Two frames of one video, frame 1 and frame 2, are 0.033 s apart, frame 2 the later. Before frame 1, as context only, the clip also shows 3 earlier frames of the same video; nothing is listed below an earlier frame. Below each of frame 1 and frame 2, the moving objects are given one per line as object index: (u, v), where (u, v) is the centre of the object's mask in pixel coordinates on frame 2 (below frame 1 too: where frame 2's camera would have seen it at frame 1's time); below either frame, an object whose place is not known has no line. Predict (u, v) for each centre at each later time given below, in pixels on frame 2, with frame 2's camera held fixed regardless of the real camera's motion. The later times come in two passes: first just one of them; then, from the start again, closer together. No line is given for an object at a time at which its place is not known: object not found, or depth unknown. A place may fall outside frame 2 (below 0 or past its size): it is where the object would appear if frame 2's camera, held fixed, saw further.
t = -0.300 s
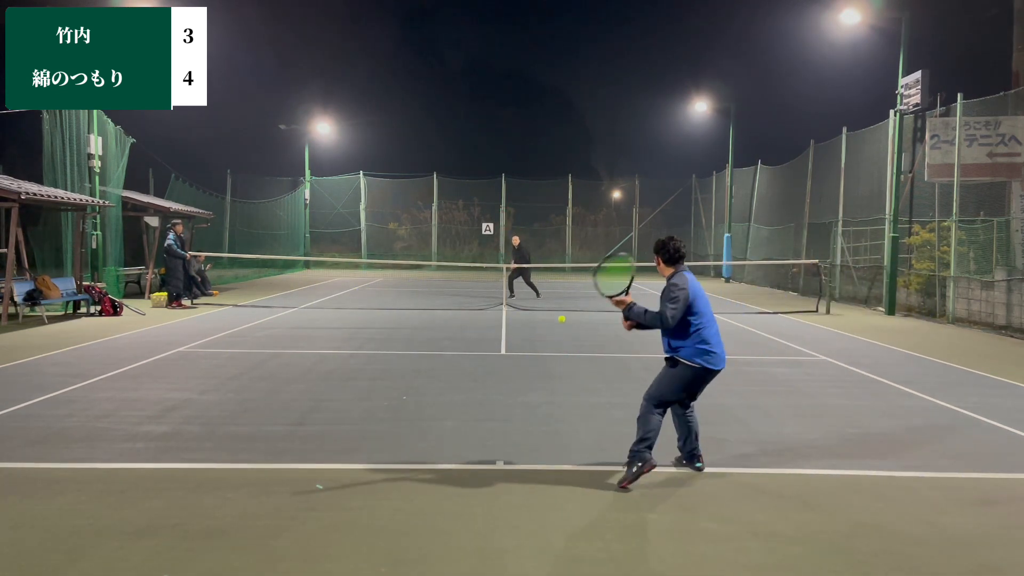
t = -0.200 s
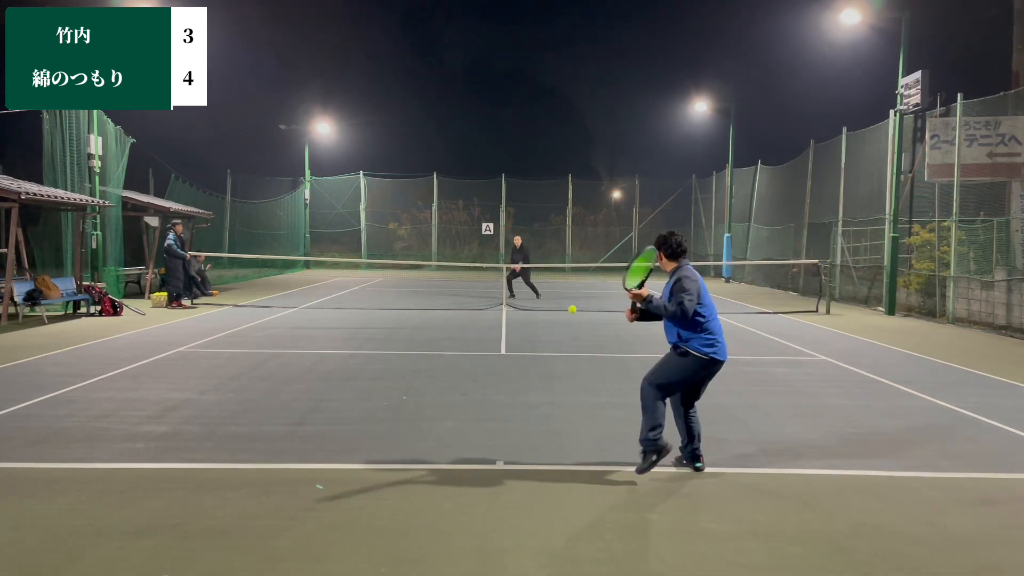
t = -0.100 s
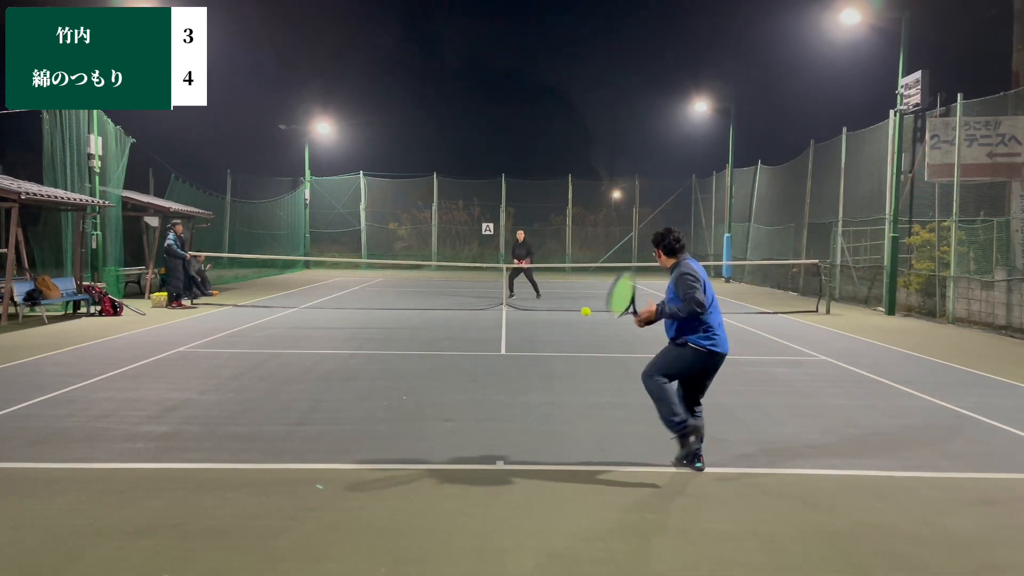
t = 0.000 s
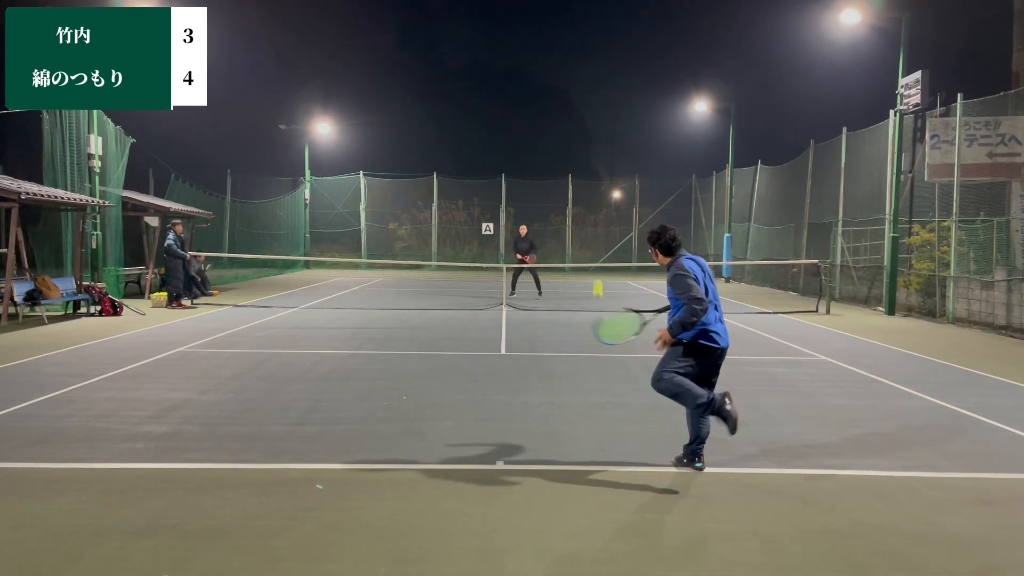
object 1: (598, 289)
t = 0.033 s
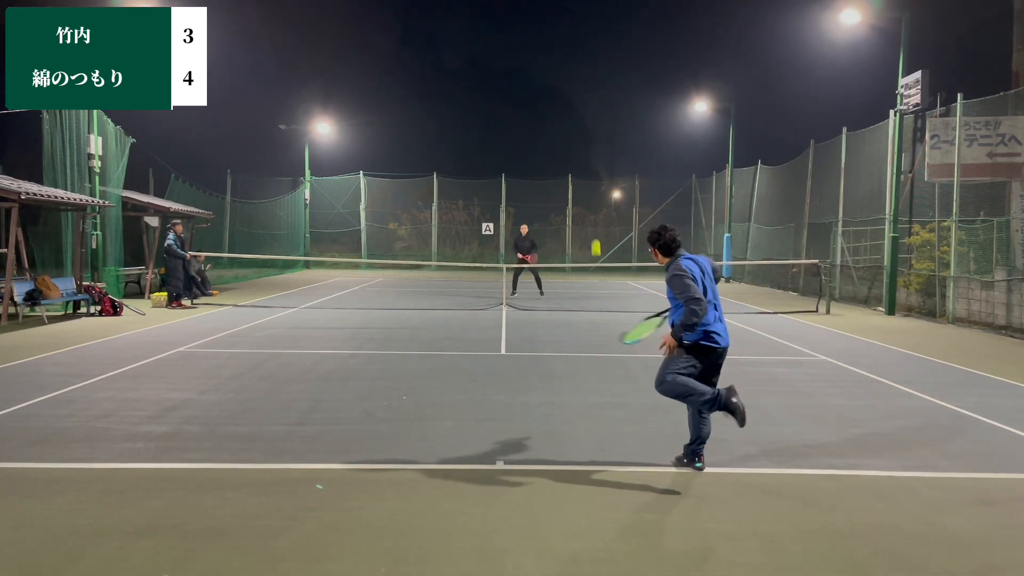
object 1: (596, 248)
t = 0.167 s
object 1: (589, 137)
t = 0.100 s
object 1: (592, 184)
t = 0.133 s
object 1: (591, 159)
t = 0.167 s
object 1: (589, 137)
